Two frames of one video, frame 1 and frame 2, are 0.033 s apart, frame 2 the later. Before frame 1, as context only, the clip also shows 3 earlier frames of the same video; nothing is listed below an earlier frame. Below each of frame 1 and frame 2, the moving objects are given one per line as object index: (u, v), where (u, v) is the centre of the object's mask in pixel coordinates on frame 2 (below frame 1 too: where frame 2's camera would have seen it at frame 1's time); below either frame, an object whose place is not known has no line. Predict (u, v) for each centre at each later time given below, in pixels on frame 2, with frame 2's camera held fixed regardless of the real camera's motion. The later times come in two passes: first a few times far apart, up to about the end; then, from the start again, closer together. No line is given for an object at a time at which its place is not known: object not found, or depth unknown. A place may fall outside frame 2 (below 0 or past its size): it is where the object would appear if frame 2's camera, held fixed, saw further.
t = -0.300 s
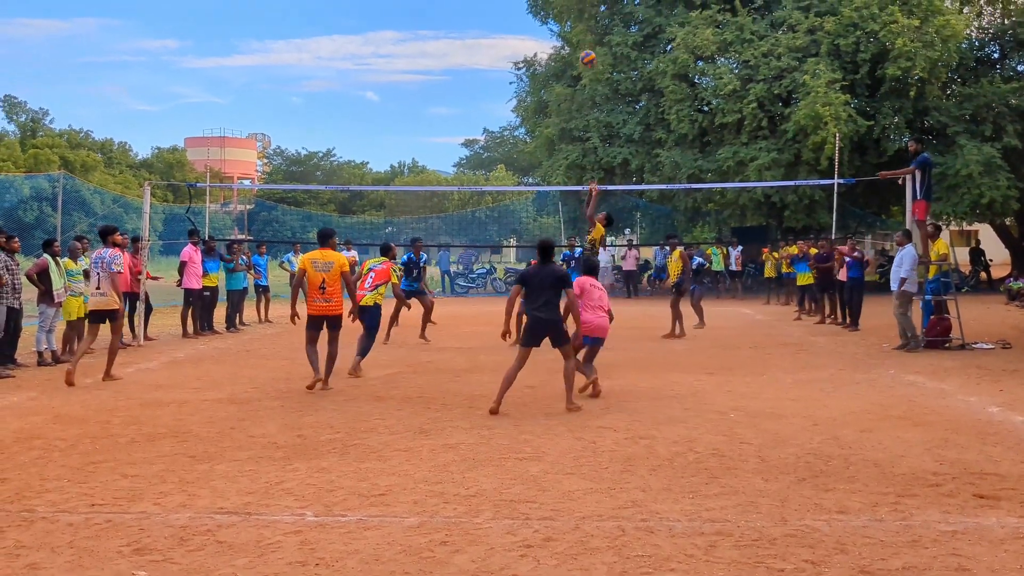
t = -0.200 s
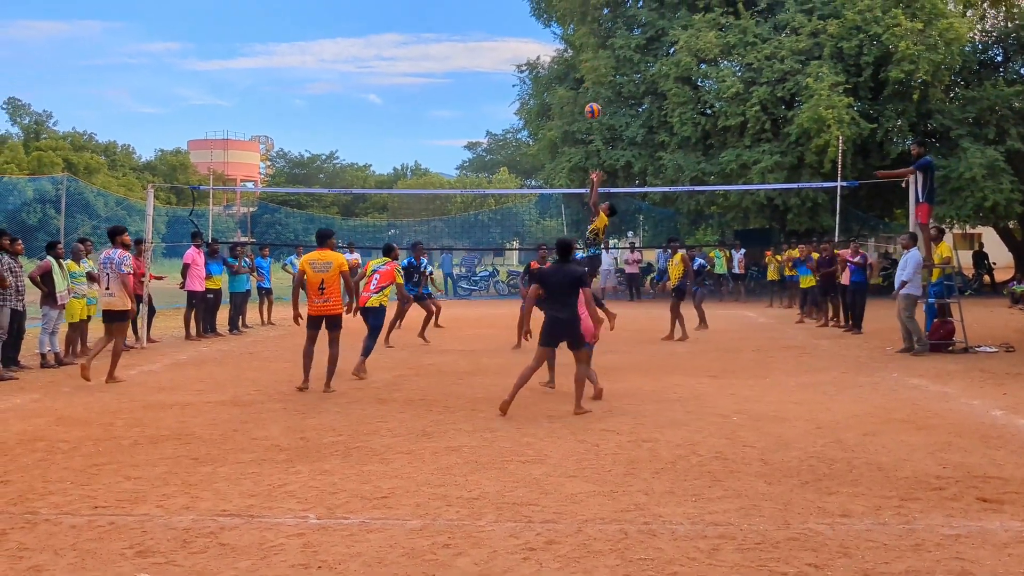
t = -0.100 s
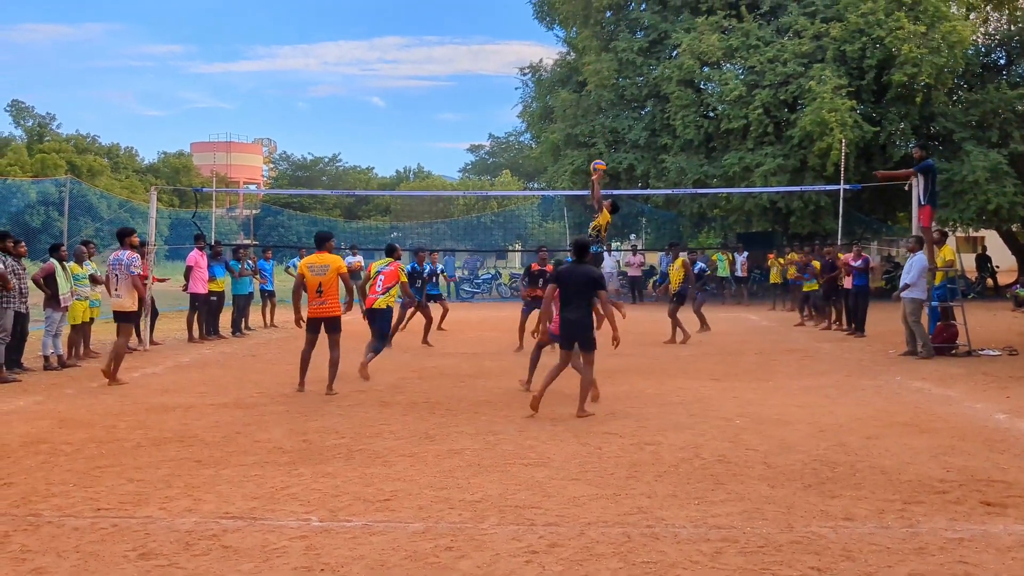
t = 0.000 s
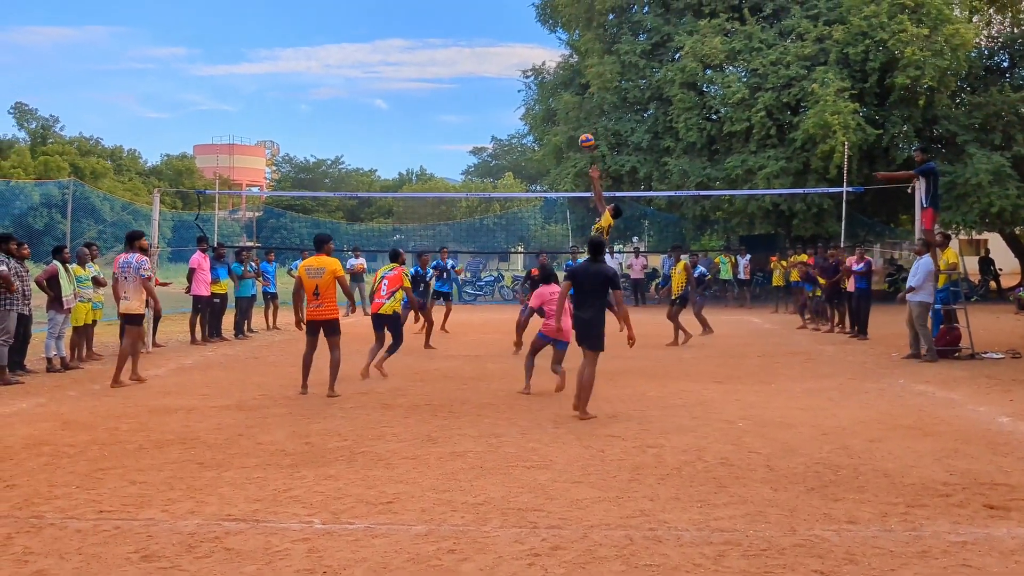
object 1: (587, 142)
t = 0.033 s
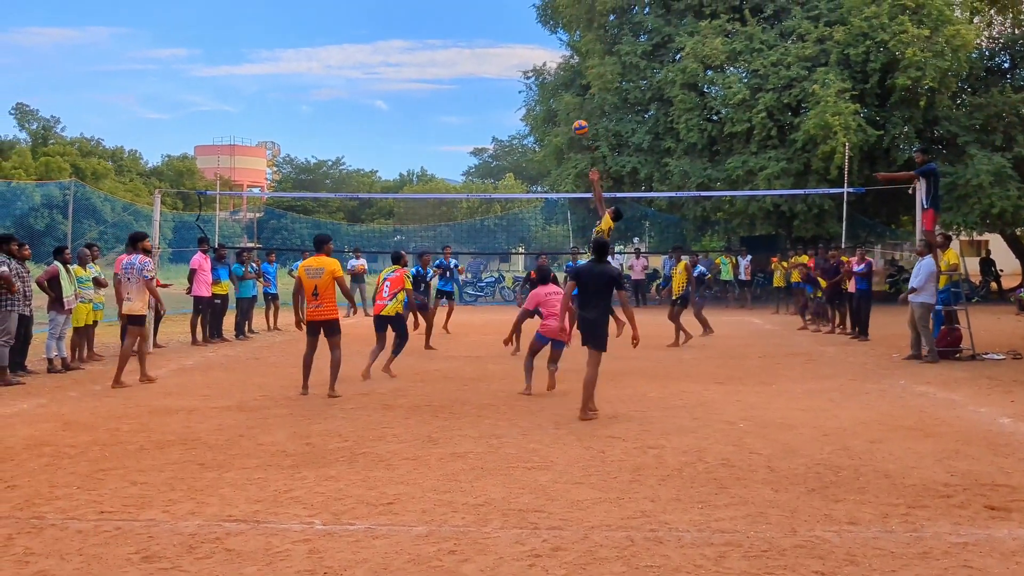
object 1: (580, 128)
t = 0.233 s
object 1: (539, 58)
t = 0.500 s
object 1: (485, 10)
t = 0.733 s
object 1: (438, 13)
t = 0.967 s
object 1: (394, 56)
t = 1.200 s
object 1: (352, 136)
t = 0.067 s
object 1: (573, 114)
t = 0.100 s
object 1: (567, 101)
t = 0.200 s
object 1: (546, 67)
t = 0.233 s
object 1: (539, 58)
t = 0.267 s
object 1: (532, 49)
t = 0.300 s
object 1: (526, 41)
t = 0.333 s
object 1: (519, 34)
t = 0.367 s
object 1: (512, 27)
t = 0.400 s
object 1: (505, 22)
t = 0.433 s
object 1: (498, 17)
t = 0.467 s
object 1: (492, 13)
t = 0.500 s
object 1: (485, 10)
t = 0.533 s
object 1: (478, 8)
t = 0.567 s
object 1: (471, 7)
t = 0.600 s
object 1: (465, 6)
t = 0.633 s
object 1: (458, 7)
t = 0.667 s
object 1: (452, 8)
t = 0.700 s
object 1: (445, 10)
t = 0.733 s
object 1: (438, 13)
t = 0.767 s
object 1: (432, 17)
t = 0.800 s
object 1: (425, 22)
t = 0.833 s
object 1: (419, 27)
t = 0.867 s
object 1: (413, 33)
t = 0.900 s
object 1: (406, 40)
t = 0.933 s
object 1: (400, 47)
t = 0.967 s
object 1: (394, 56)
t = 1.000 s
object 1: (387, 65)
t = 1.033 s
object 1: (381, 75)
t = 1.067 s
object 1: (376, 86)
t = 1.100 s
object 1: (370, 97)
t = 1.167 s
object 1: (358, 123)
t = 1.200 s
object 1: (352, 136)
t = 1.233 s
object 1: (347, 151)
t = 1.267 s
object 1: (341, 165)
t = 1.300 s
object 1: (336, 181)
